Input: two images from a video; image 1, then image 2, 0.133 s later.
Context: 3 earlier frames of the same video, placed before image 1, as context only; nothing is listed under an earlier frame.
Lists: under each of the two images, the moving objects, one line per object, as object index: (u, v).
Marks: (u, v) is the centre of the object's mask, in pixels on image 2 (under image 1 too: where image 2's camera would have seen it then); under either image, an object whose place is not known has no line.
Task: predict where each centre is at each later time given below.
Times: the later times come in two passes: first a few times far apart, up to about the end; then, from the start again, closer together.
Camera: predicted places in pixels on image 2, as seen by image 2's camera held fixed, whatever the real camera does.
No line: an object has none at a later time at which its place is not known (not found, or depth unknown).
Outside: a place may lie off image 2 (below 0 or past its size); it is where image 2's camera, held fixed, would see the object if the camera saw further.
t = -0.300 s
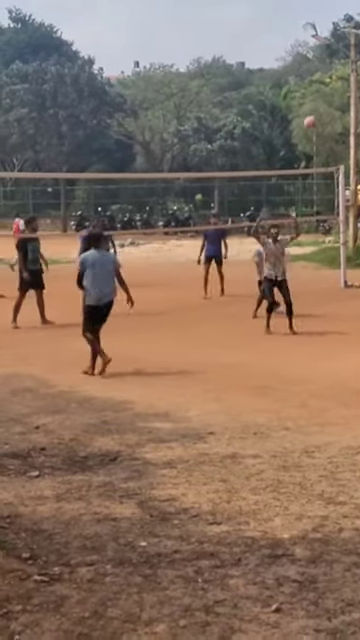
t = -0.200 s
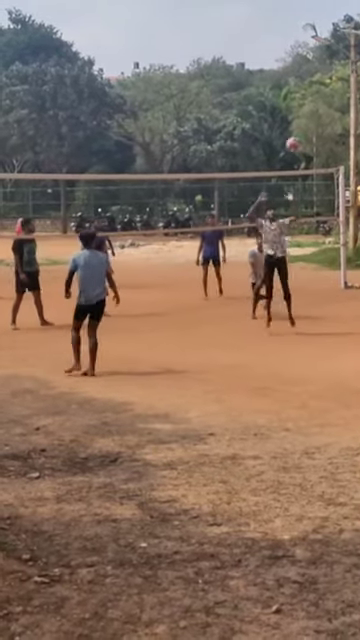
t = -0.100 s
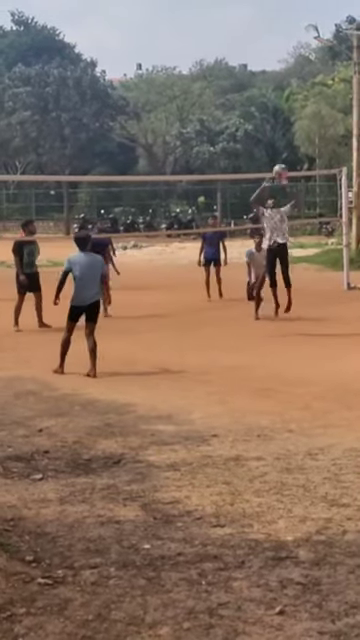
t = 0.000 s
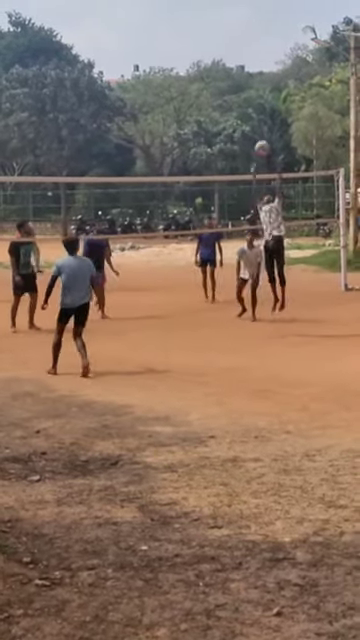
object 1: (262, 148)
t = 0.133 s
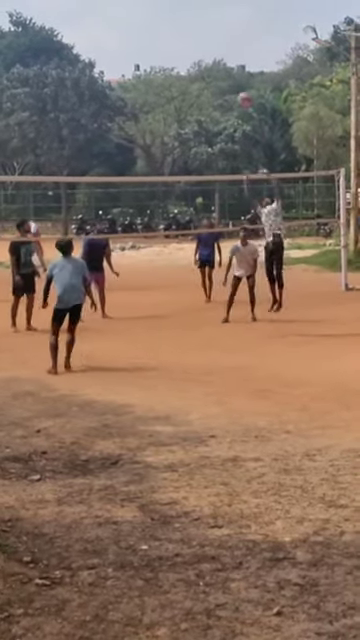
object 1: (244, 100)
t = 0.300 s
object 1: (221, 57)
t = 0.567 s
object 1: (188, 28)
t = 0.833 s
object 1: (156, 47)
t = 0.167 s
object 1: (240, 89)
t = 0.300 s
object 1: (221, 57)
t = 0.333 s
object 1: (217, 50)
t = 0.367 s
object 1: (213, 44)
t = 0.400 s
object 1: (208, 40)
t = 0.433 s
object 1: (204, 36)
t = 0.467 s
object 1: (200, 33)
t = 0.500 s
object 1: (196, 31)
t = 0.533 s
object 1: (192, 29)
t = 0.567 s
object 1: (188, 28)
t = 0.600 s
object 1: (184, 28)
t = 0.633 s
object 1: (180, 29)
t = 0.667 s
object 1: (175, 30)
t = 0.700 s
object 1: (172, 32)
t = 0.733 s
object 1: (168, 35)
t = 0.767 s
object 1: (164, 38)
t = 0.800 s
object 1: (160, 43)
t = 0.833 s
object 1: (156, 47)
